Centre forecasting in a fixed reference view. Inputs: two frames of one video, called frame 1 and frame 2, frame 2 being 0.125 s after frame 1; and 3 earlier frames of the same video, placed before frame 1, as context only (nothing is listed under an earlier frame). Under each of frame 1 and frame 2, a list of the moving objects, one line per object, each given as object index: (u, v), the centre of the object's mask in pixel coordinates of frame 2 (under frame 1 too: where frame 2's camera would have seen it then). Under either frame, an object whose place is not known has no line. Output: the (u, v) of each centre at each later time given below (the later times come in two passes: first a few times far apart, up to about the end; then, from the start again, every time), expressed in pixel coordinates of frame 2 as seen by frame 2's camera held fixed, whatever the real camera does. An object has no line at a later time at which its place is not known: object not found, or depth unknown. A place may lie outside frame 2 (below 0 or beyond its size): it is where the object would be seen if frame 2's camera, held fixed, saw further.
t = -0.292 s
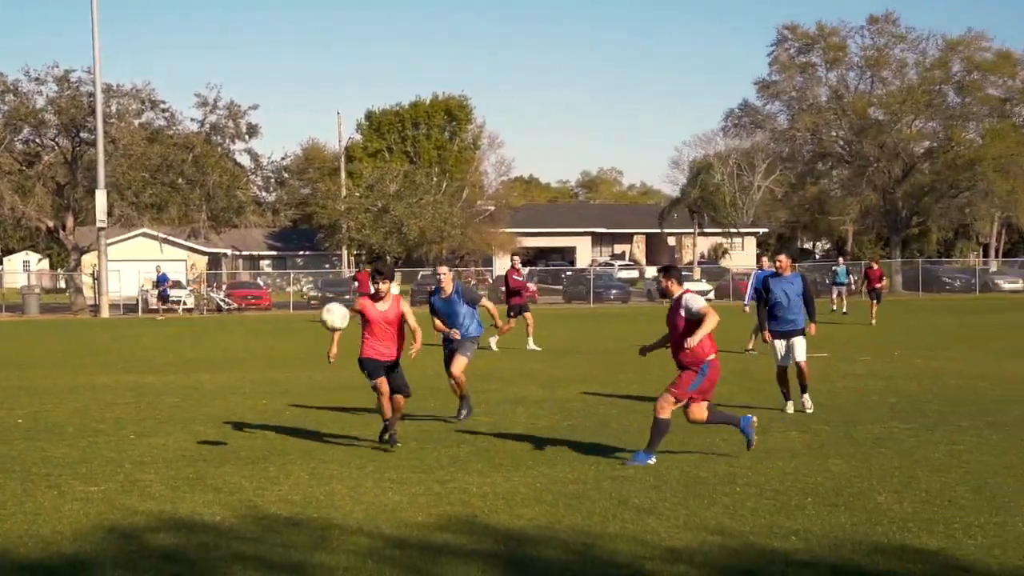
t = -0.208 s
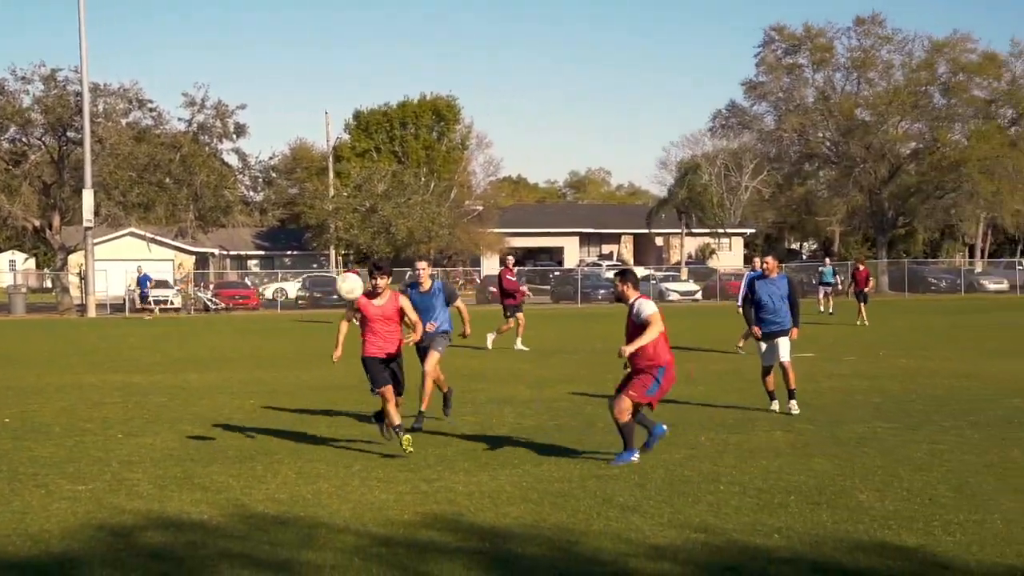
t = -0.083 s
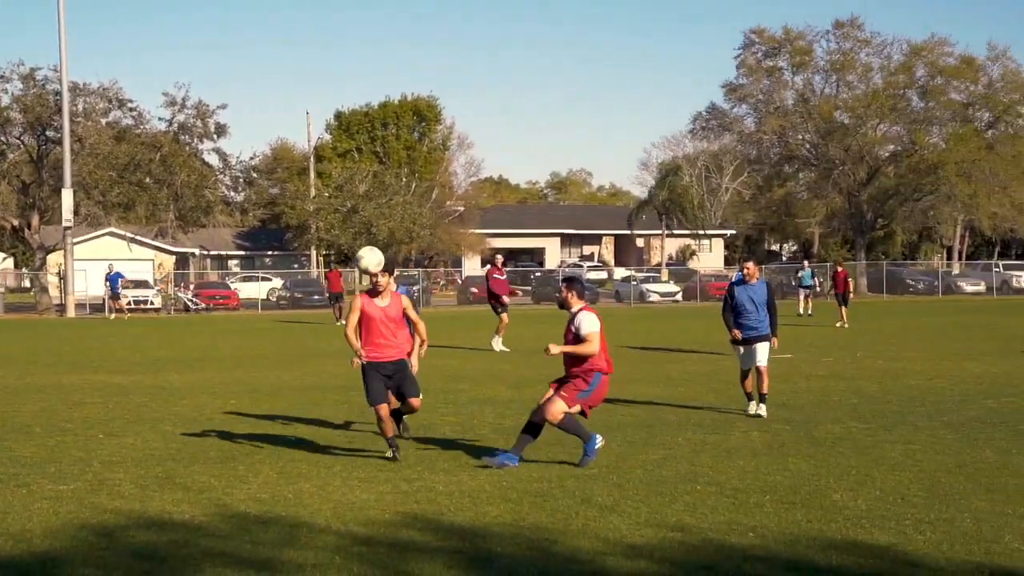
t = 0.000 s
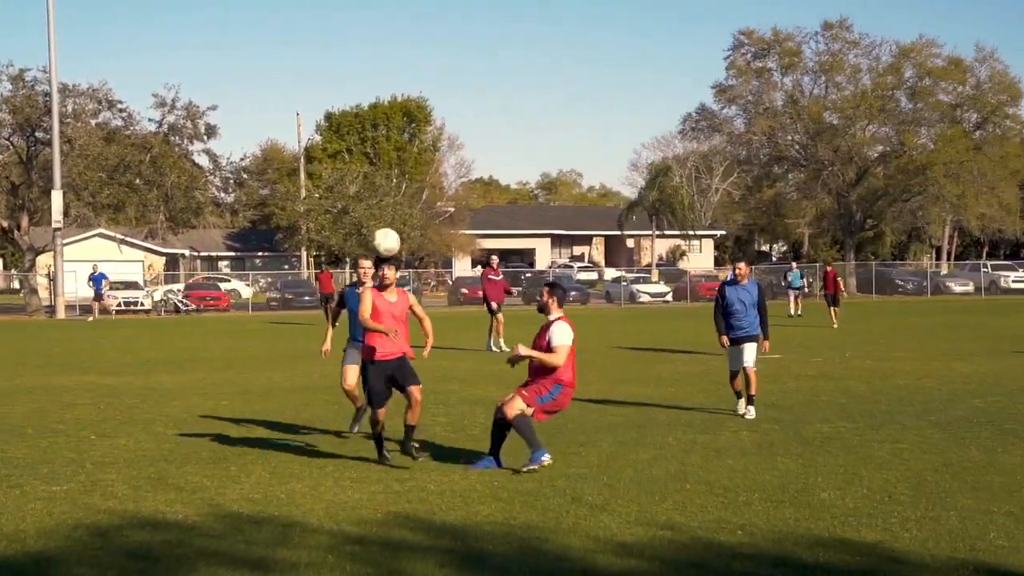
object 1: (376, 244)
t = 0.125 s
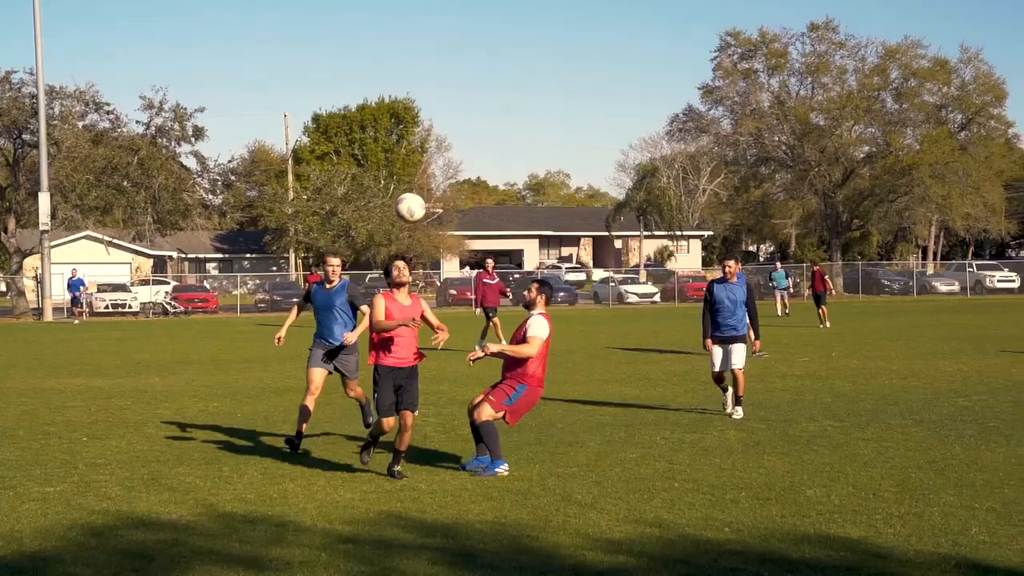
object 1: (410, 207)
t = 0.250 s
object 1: (449, 190)
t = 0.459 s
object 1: (524, 210)
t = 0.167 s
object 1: (424, 198)
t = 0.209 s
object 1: (436, 194)
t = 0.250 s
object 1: (449, 190)
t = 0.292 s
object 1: (463, 189)
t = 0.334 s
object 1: (478, 190)
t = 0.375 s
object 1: (492, 195)
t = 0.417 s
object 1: (509, 201)
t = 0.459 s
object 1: (524, 210)
